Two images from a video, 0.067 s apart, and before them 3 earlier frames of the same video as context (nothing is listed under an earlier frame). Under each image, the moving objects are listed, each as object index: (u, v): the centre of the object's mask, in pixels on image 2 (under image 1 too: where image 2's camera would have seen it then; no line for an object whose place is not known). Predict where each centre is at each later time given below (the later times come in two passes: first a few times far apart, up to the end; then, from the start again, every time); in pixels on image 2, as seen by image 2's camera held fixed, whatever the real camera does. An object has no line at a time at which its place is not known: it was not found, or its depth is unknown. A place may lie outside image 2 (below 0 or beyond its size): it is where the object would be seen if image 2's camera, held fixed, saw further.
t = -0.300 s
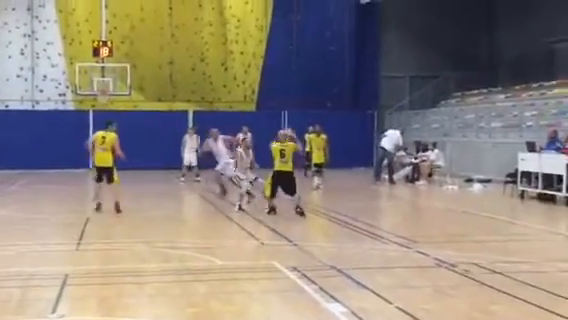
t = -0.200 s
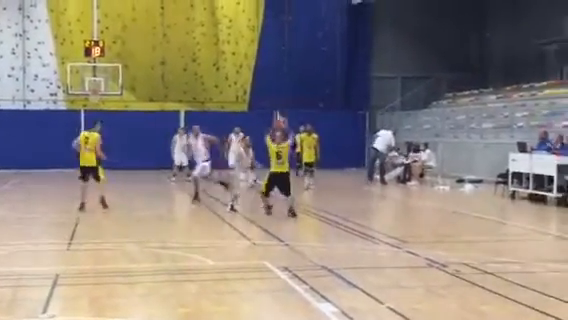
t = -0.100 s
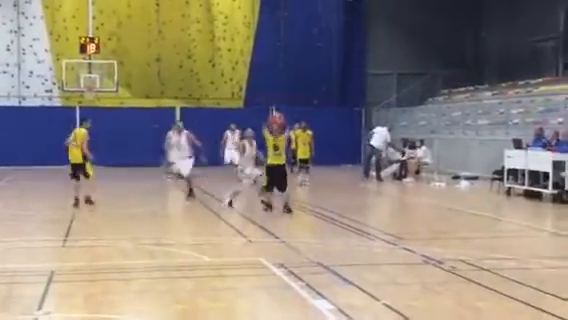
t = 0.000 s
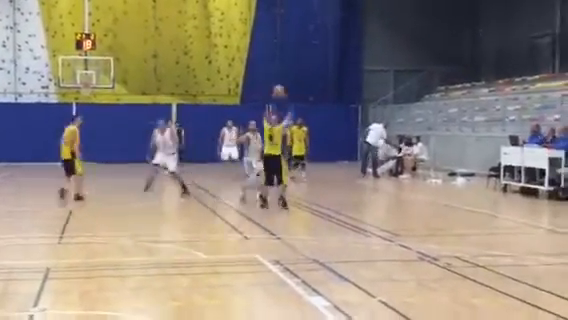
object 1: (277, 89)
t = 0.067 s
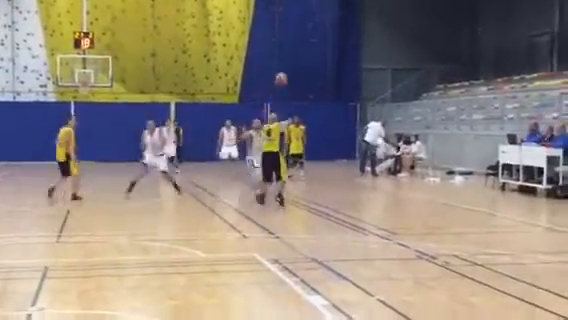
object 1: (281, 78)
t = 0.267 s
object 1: (292, 61)
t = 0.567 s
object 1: (303, 68)
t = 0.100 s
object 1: (283, 73)
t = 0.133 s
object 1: (285, 70)
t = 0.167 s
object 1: (287, 67)
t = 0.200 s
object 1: (289, 63)
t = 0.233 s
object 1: (290, 62)
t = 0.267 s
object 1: (292, 61)
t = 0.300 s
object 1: (293, 59)
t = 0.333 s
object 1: (295, 59)
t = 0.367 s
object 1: (296, 59)
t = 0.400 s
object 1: (297, 60)
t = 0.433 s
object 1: (298, 60)
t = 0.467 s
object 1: (299, 62)
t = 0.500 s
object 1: (300, 63)
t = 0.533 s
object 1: (302, 66)
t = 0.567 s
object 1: (303, 68)
